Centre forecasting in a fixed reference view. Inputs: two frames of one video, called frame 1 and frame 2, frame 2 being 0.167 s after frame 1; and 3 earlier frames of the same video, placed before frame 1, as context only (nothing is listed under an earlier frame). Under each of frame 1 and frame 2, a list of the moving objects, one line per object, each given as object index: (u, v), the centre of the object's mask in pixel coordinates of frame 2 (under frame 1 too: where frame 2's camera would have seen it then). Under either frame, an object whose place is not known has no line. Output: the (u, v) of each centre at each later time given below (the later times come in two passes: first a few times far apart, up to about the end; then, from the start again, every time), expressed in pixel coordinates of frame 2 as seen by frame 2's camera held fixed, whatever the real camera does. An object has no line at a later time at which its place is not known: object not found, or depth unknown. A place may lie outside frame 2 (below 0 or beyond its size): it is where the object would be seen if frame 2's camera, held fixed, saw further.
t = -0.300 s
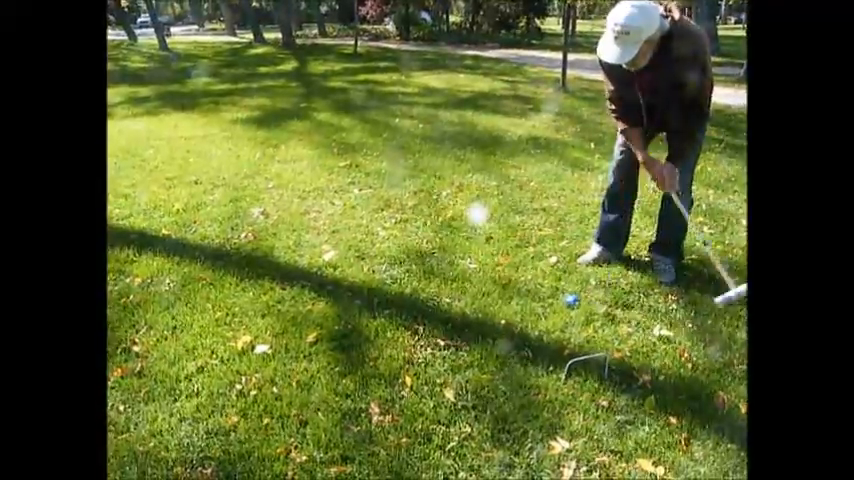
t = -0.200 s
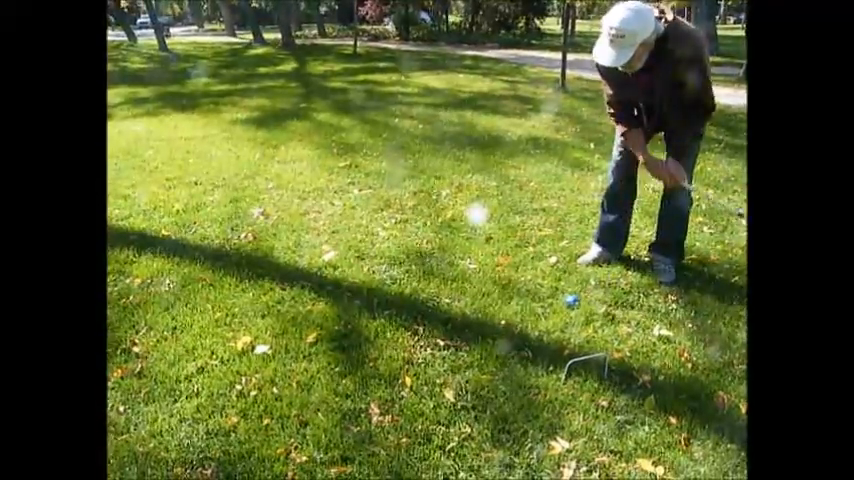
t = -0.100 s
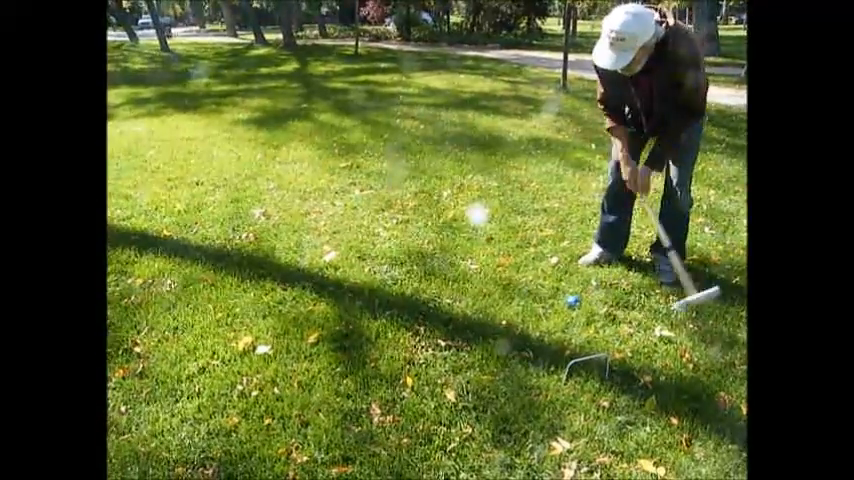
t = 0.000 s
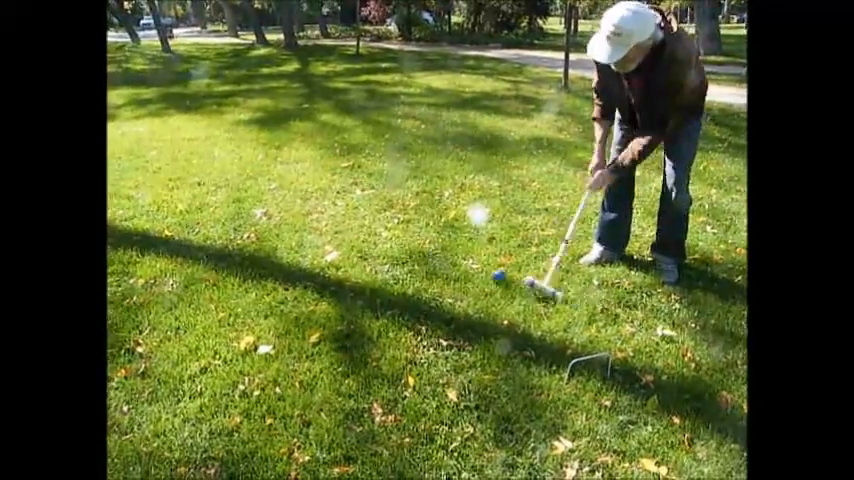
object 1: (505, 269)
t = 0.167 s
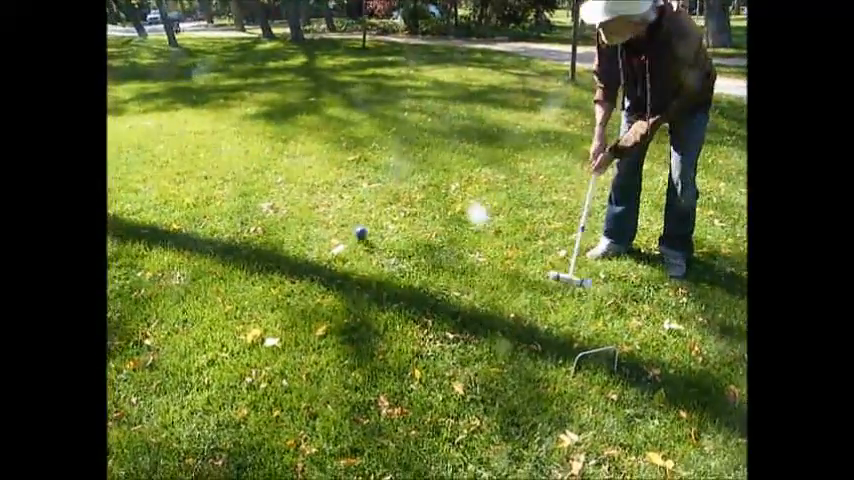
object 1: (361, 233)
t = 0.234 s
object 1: (318, 224)
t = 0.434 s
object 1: (226, 200)
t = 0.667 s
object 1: (159, 179)
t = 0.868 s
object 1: (120, 167)
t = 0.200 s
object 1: (339, 230)
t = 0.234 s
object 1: (318, 224)
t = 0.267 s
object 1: (300, 217)
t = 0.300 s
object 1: (284, 210)
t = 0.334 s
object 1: (268, 205)
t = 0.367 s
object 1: (252, 202)
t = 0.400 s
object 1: (239, 201)
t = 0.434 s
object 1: (226, 200)
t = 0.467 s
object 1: (215, 198)
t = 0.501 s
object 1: (205, 194)
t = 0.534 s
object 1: (193, 188)
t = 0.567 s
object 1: (184, 183)
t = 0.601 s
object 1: (175, 181)
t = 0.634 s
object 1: (167, 179)
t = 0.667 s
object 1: (159, 179)
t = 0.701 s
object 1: (152, 180)
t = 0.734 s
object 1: (145, 180)
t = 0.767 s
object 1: (139, 175)
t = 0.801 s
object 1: (132, 172)
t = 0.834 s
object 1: (126, 168)
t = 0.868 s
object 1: (120, 167)
